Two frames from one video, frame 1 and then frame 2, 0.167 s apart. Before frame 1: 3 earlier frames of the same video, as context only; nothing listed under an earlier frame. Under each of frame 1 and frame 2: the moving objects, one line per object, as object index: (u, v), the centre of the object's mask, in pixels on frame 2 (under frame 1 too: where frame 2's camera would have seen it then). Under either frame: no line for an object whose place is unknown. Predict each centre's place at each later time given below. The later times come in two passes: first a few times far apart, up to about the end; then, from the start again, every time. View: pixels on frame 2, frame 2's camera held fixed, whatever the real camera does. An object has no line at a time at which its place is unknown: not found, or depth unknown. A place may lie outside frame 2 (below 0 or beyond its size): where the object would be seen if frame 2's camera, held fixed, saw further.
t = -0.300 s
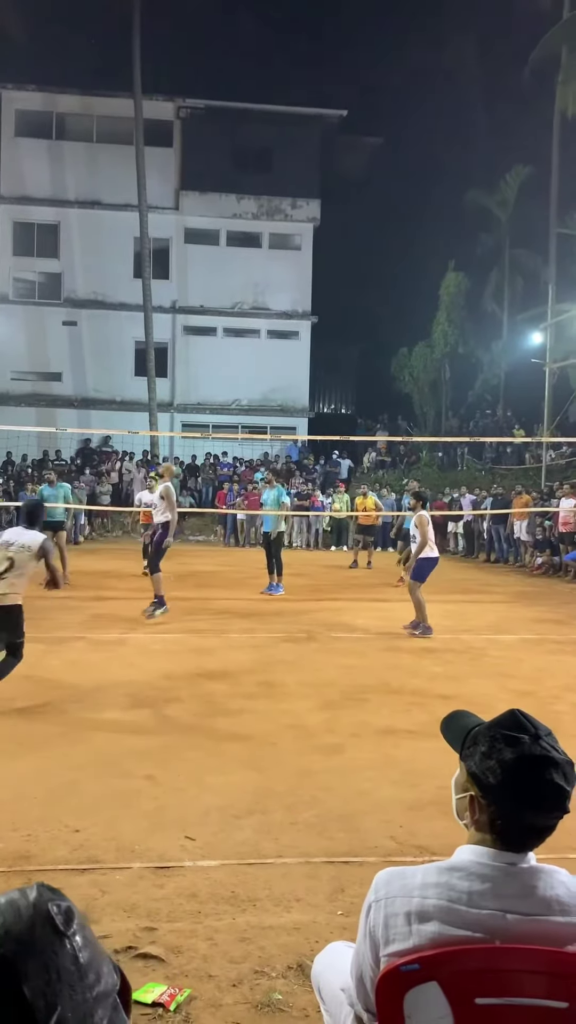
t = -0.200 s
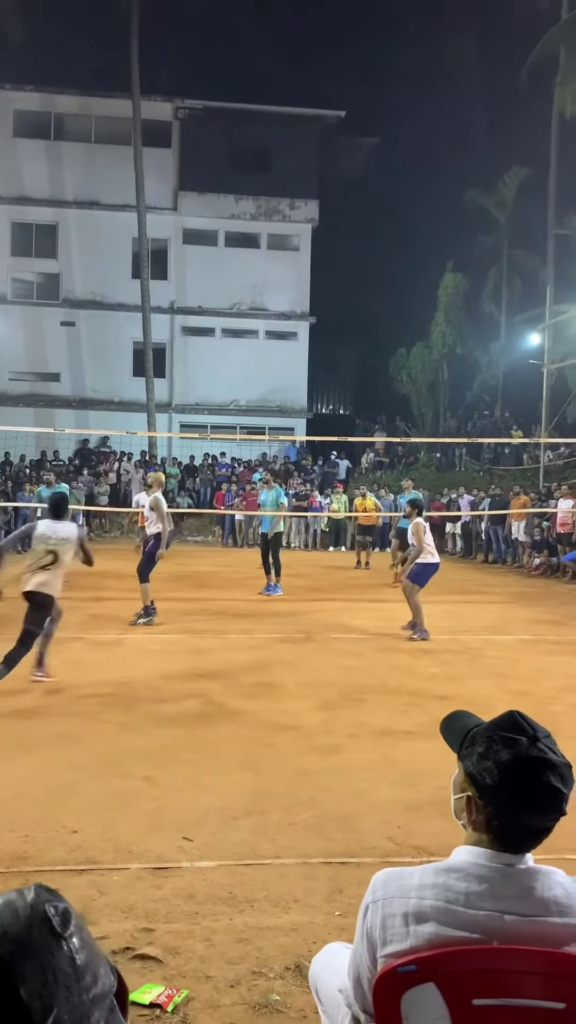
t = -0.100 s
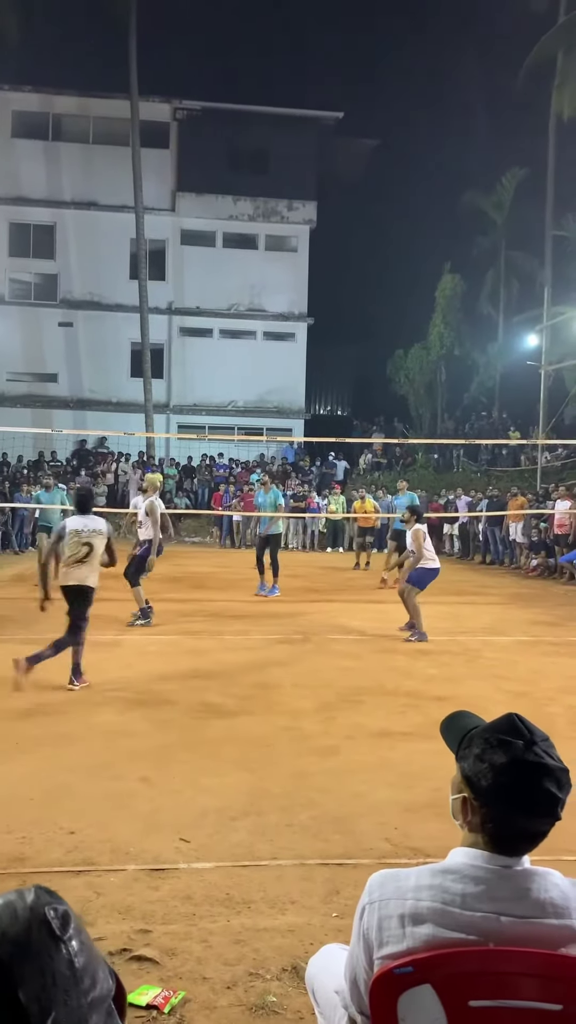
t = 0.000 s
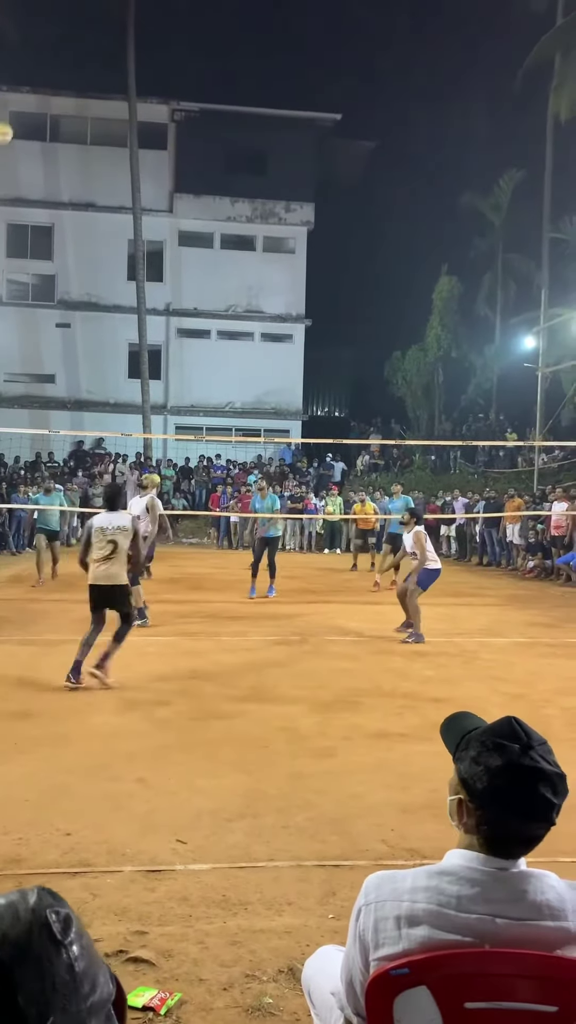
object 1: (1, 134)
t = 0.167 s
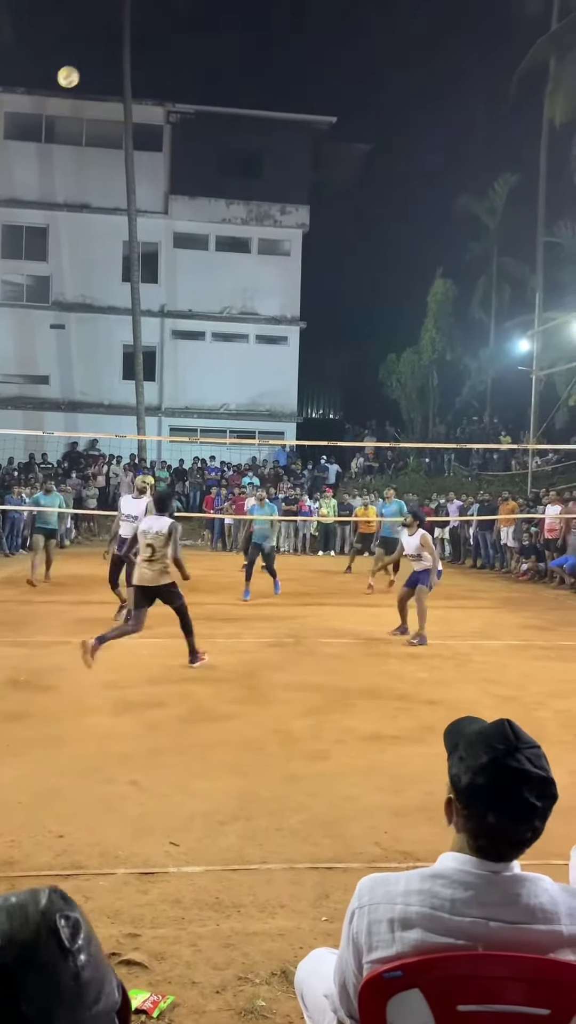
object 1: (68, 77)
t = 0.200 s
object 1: (82, 69)
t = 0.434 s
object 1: (179, 40)
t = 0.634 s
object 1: (260, 55)
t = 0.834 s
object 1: (337, 105)
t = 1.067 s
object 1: (421, 208)
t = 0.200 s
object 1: (82, 69)
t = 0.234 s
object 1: (95, 62)
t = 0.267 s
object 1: (110, 55)
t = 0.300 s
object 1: (123, 50)
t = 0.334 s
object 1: (138, 46)
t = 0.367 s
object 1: (152, 43)
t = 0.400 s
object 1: (166, 41)
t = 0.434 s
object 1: (179, 40)
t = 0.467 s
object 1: (193, 39)
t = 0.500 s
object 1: (207, 40)
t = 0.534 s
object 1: (221, 42)
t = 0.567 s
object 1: (234, 45)
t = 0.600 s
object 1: (247, 50)
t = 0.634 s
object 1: (260, 55)
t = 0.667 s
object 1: (273, 60)
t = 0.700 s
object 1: (287, 67)
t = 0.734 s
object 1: (300, 75)
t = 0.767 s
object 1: (313, 85)
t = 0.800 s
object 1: (325, 95)
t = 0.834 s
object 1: (337, 105)
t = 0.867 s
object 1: (350, 117)
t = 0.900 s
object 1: (363, 130)
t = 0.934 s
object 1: (375, 144)
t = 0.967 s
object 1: (386, 159)
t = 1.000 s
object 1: (398, 174)
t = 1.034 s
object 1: (409, 191)
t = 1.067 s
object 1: (421, 208)
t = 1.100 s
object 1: (433, 227)
